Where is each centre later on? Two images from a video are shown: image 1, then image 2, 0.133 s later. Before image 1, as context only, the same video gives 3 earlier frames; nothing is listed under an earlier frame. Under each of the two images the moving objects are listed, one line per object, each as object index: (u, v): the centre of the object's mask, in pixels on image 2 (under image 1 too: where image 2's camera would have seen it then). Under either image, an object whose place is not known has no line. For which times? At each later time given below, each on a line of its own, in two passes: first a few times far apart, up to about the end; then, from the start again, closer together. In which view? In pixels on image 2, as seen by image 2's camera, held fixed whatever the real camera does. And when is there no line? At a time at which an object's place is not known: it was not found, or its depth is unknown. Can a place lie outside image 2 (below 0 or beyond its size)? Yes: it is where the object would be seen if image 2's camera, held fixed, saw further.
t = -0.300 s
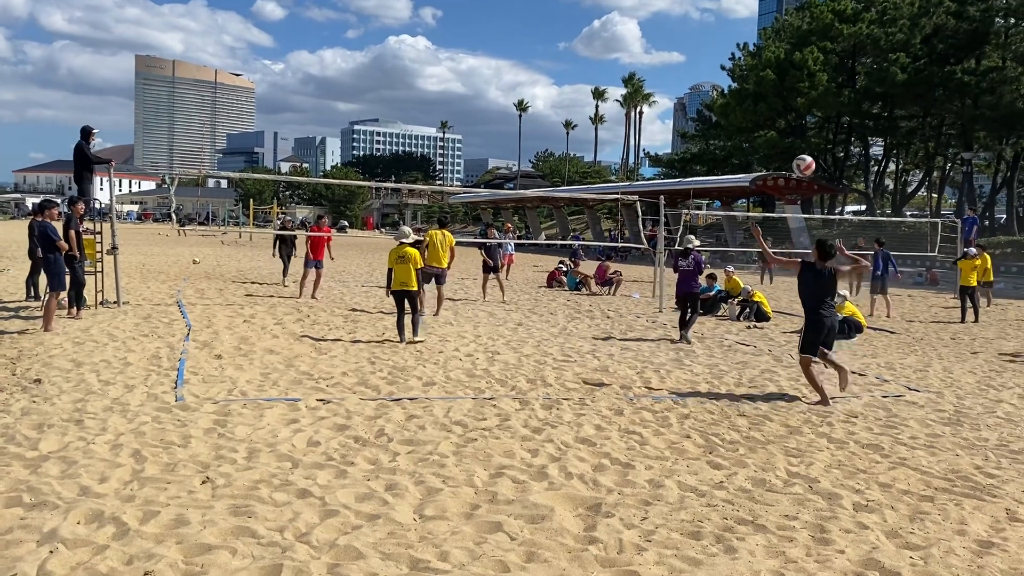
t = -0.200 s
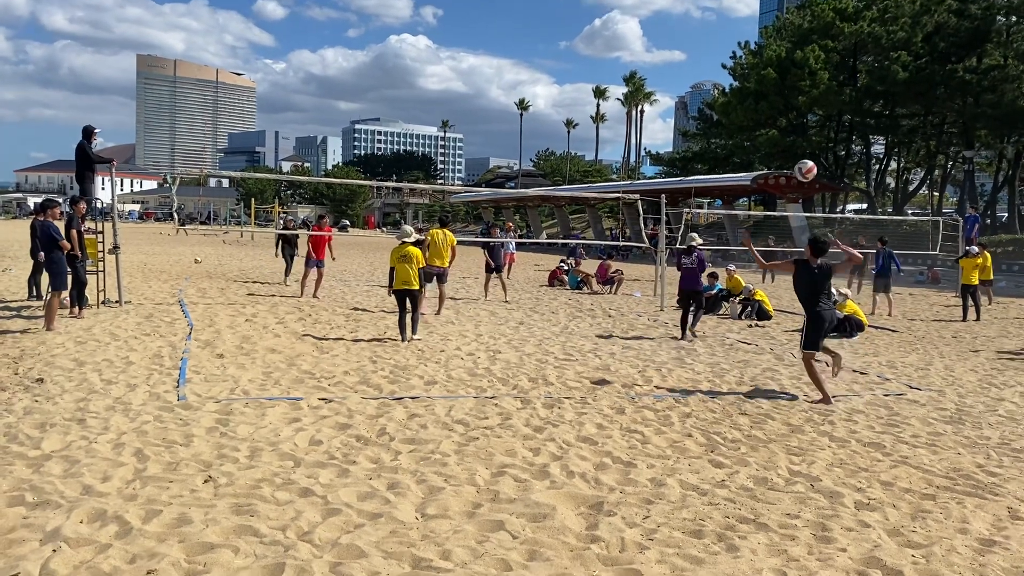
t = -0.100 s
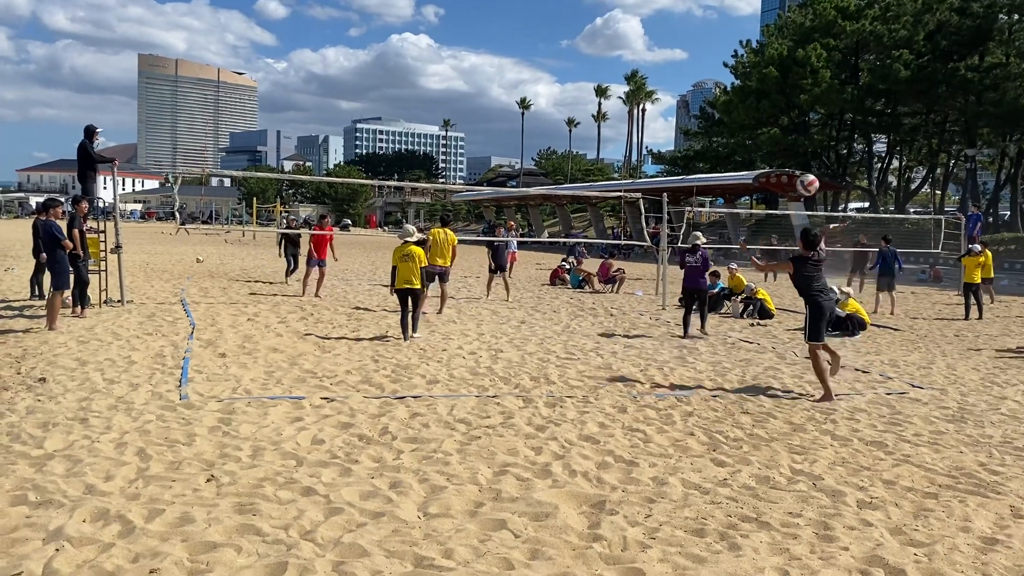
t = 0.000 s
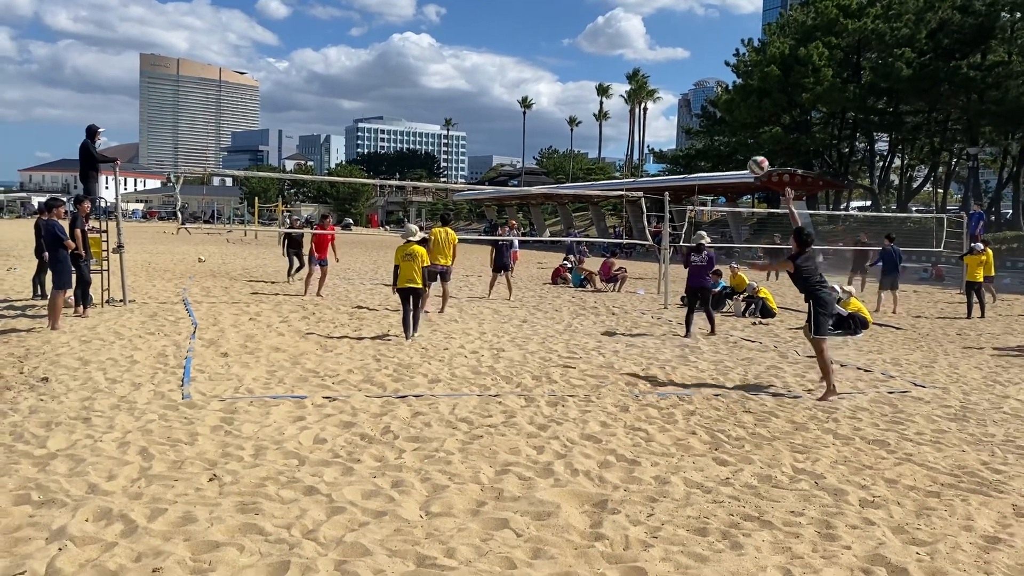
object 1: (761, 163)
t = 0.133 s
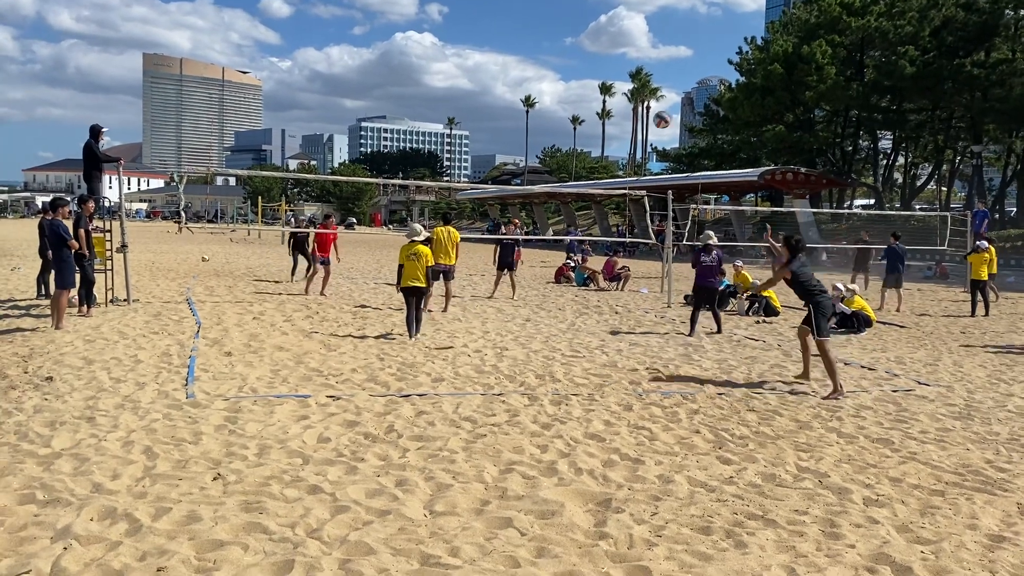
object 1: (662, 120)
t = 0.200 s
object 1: (621, 106)
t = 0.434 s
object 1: (510, 83)
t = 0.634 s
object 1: (444, 90)
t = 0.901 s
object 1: (384, 130)
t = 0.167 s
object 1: (641, 111)
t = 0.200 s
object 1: (621, 106)
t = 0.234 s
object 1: (603, 99)
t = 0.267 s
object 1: (585, 95)
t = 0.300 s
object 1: (568, 91)
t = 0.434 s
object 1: (510, 83)
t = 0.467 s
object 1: (497, 83)
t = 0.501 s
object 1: (485, 83)
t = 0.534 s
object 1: (474, 84)
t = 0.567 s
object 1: (464, 86)
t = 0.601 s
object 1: (454, 88)
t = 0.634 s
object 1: (444, 90)
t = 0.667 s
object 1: (435, 94)
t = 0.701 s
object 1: (427, 97)
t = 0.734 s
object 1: (419, 101)
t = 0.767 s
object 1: (411, 106)
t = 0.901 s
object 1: (384, 130)
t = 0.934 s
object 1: (378, 135)
